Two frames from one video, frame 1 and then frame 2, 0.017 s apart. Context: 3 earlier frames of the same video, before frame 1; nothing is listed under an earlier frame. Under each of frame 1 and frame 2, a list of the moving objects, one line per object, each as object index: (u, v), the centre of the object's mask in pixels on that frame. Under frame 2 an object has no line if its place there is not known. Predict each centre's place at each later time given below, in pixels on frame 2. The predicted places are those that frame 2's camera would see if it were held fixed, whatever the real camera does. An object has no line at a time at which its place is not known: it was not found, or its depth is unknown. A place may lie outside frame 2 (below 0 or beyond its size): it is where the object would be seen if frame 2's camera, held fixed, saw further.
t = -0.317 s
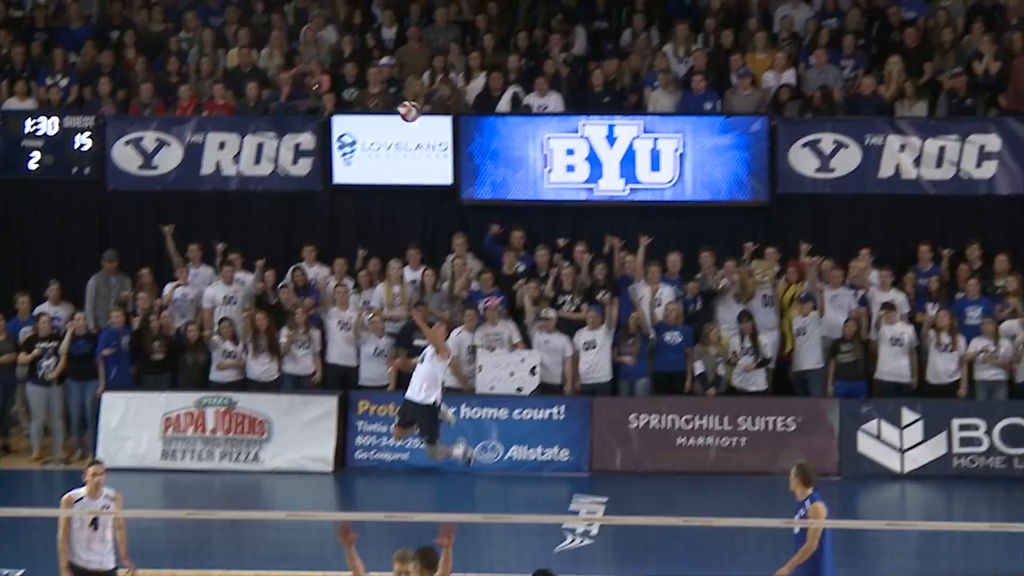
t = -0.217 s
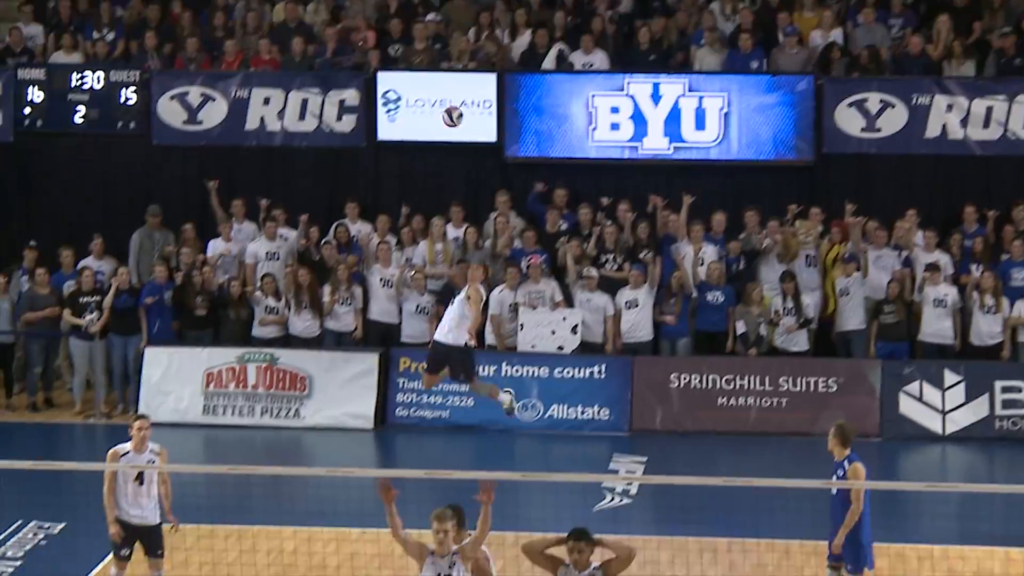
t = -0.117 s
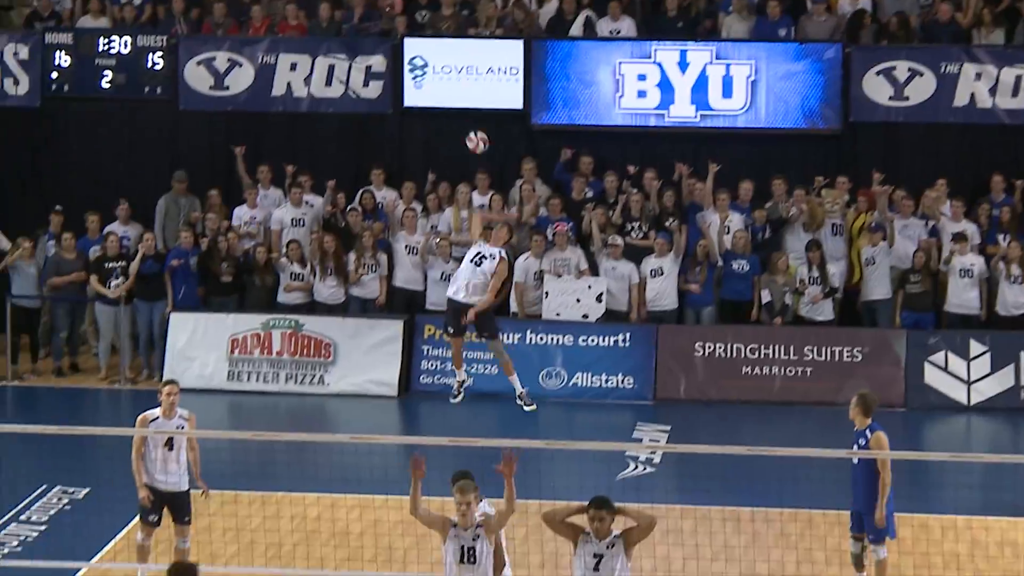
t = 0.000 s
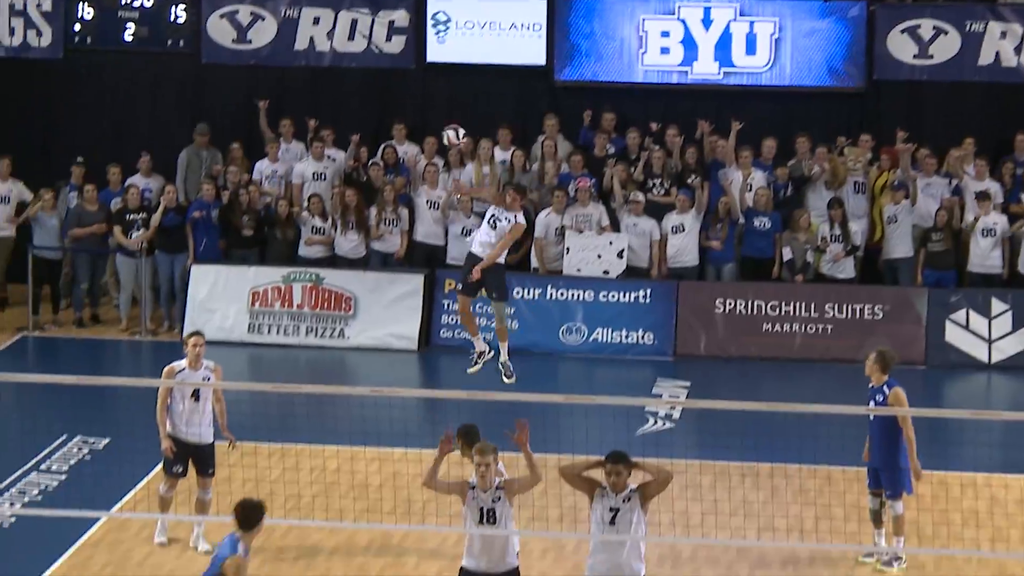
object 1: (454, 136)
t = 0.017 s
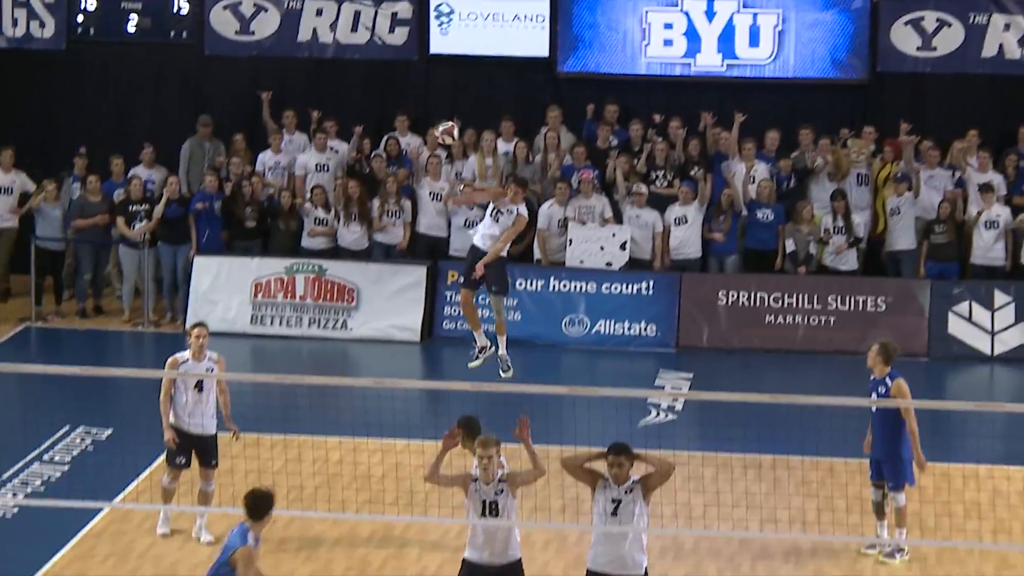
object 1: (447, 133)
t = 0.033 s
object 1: (436, 137)
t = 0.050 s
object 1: (426, 143)
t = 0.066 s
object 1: (416, 150)
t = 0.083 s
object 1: (405, 157)
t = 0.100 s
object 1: (394, 164)
